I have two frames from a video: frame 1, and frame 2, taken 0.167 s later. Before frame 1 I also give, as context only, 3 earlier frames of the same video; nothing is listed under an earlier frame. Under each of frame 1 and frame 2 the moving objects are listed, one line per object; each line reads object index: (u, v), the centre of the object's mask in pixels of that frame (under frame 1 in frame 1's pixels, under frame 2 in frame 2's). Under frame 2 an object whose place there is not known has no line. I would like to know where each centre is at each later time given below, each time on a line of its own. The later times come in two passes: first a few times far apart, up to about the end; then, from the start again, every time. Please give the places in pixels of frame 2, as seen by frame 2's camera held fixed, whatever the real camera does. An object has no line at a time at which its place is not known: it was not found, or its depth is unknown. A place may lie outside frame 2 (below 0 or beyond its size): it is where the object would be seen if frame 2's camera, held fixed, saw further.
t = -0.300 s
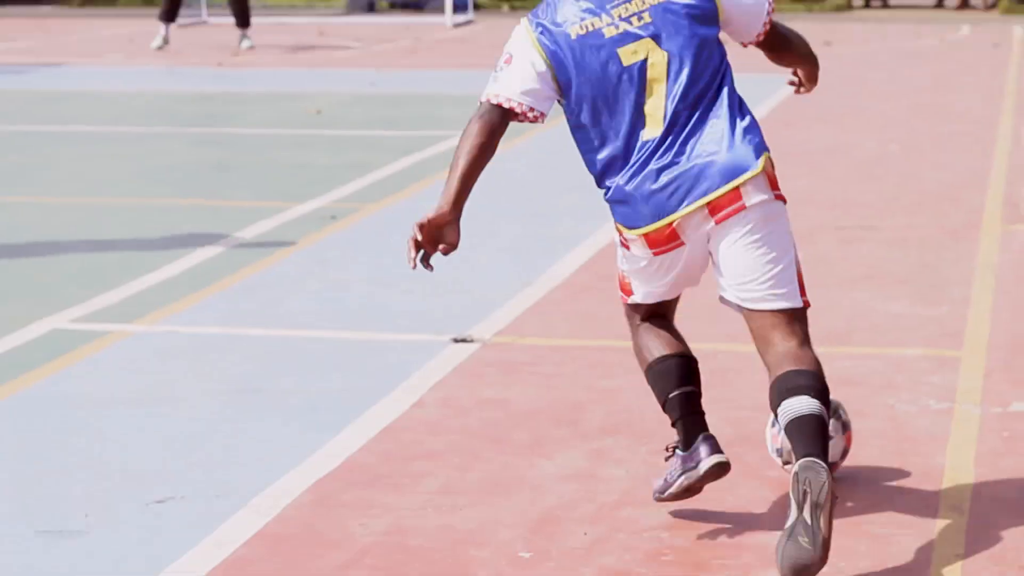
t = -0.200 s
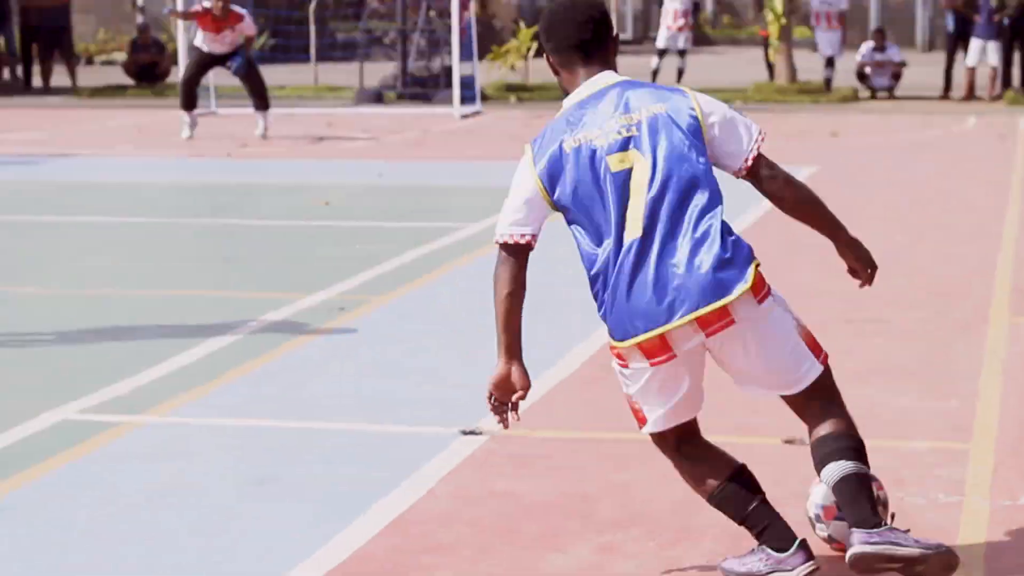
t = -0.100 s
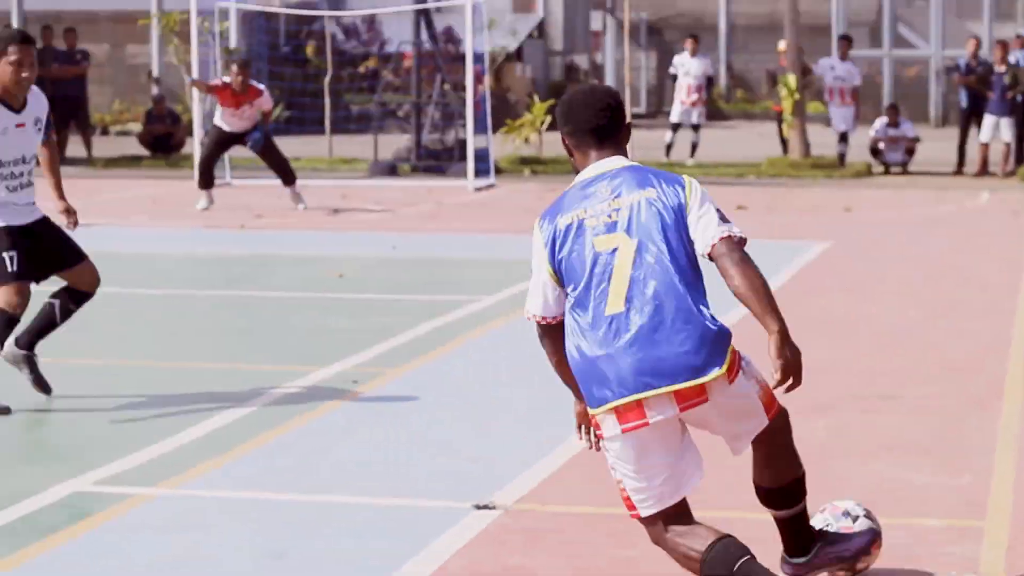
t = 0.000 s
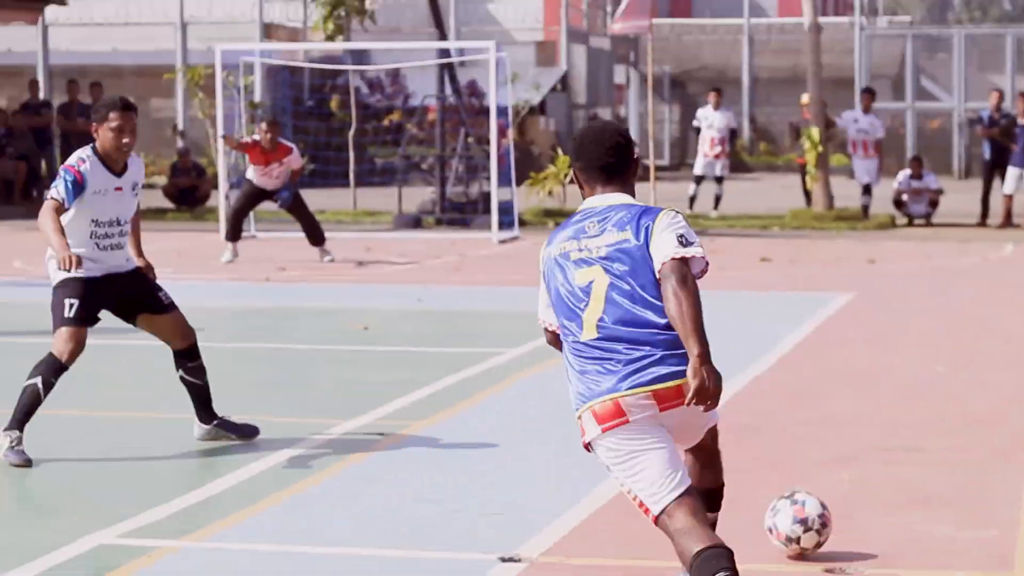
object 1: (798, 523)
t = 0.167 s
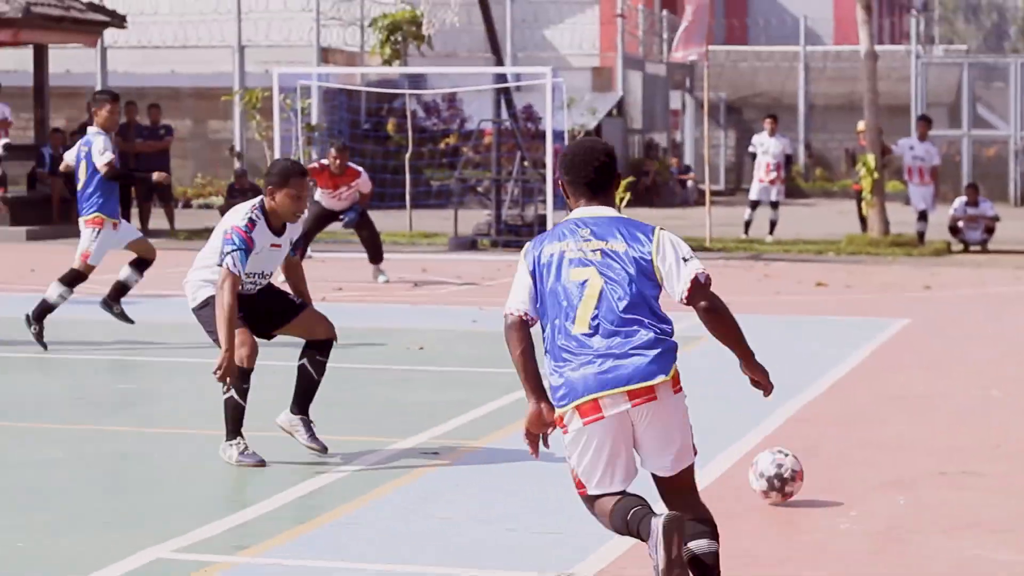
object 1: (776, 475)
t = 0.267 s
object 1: (745, 447)
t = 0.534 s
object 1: (698, 389)
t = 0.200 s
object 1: (765, 465)
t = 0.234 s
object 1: (754, 457)
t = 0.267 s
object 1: (745, 447)
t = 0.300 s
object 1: (737, 437)
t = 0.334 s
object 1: (731, 429)
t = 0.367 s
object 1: (723, 422)
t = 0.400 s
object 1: (717, 412)
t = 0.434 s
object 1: (712, 407)
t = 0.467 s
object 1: (706, 401)
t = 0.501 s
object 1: (701, 395)
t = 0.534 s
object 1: (698, 389)
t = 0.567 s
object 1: (695, 385)
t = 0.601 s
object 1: (690, 380)
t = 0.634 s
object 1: (688, 376)
